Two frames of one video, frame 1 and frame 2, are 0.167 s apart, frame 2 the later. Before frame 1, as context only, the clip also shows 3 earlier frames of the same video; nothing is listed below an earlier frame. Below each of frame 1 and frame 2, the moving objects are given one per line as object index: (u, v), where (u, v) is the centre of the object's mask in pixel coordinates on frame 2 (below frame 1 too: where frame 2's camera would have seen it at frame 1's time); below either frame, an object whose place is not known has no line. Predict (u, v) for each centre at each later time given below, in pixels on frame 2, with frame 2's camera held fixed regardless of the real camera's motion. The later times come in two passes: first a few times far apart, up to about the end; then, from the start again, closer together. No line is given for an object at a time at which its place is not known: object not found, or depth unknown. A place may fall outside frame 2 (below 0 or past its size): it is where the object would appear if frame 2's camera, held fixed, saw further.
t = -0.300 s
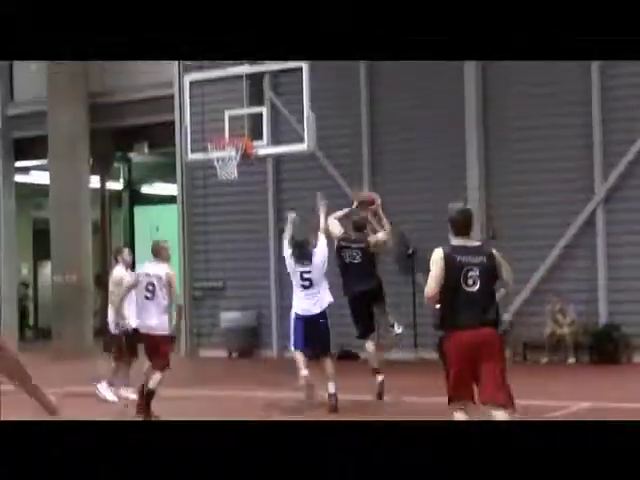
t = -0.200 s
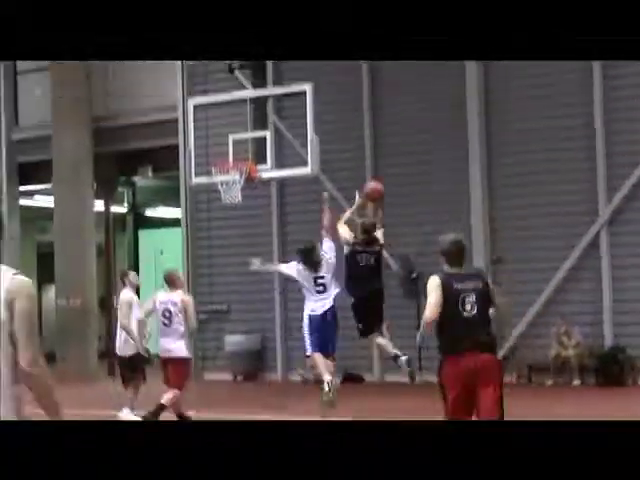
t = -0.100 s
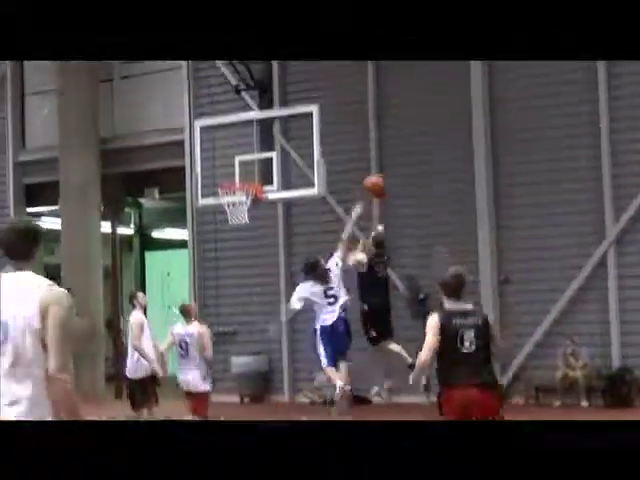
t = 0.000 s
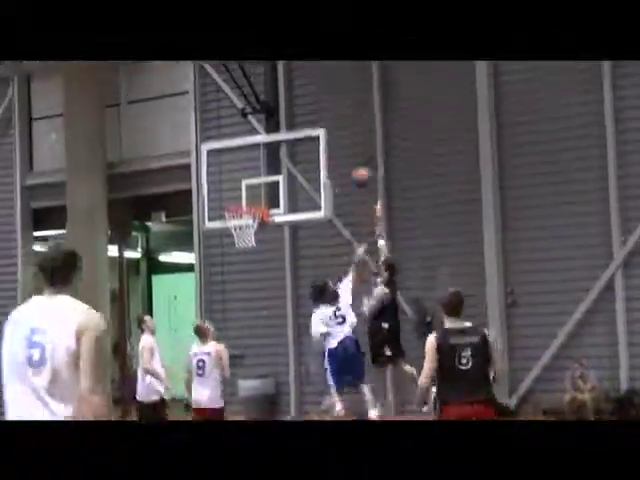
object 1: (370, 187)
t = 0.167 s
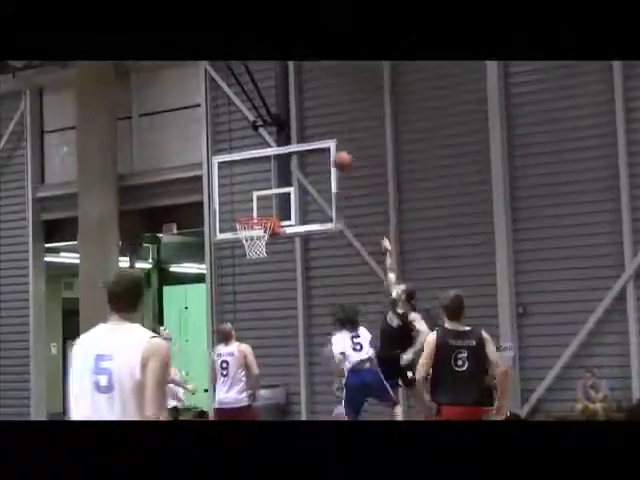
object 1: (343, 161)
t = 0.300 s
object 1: (319, 154)
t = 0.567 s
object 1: (279, 183)
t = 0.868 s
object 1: (244, 232)
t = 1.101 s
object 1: (243, 237)
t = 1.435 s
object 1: (267, 290)
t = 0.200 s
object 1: (337, 158)
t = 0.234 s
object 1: (331, 156)
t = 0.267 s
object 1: (327, 153)
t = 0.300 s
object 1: (319, 154)
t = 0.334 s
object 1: (317, 155)
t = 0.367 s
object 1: (310, 156)
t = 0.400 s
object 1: (306, 157)
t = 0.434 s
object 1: (301, 160)
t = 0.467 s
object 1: (295, 165)
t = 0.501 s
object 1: (292, 166)
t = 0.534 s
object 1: (288, 174)
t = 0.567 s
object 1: (279, 183)
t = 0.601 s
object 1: (273, 192)
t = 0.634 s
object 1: (270, 197)
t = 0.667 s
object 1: (265, 209)
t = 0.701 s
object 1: (264, 211)
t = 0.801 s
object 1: (249, 232)
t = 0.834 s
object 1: (246, 231)
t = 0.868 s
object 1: (244, 232)
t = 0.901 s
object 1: (241, 232)
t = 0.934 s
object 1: (241, 232)
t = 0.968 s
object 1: (241, 232)
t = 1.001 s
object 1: (241, 232)
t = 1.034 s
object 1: (240, 232)
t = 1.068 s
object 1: (240, 234)
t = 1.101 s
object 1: (243, 237)
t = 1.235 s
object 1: (255, 259)
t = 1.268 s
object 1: (256, 260)
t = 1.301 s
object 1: (255, 263)
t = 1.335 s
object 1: (264, 265)
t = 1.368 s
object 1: (265, 270)
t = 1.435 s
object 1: (267, 290)
